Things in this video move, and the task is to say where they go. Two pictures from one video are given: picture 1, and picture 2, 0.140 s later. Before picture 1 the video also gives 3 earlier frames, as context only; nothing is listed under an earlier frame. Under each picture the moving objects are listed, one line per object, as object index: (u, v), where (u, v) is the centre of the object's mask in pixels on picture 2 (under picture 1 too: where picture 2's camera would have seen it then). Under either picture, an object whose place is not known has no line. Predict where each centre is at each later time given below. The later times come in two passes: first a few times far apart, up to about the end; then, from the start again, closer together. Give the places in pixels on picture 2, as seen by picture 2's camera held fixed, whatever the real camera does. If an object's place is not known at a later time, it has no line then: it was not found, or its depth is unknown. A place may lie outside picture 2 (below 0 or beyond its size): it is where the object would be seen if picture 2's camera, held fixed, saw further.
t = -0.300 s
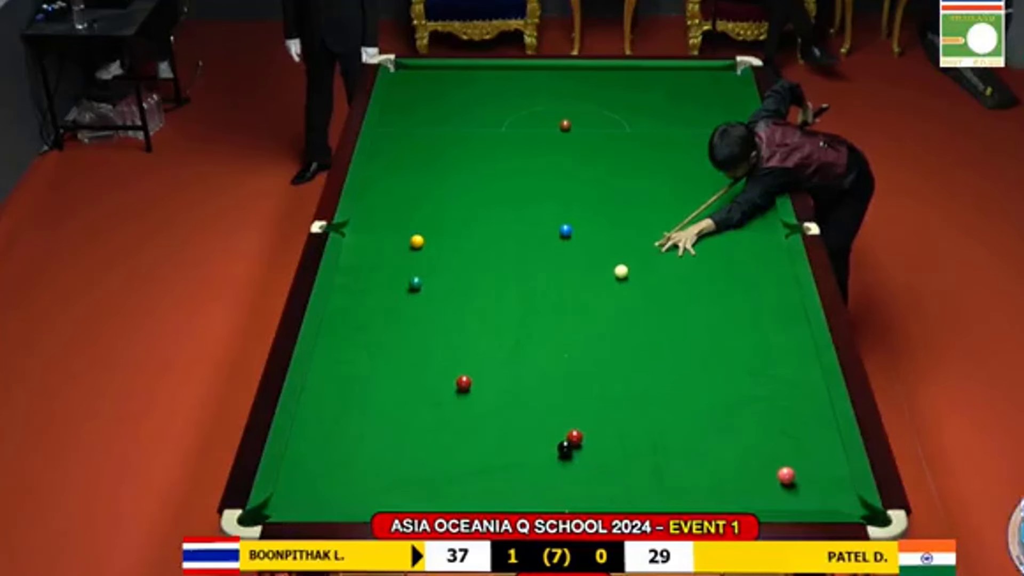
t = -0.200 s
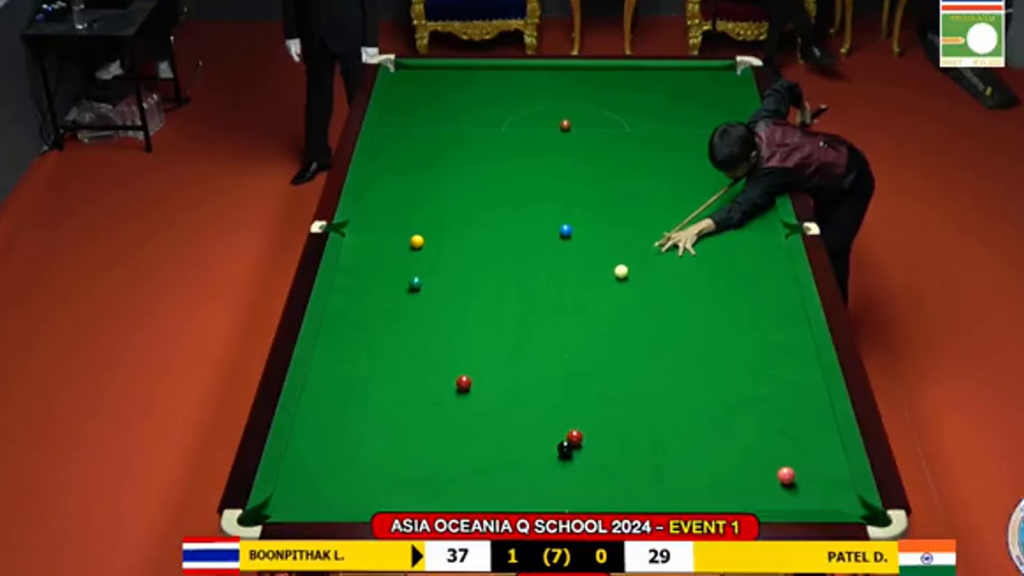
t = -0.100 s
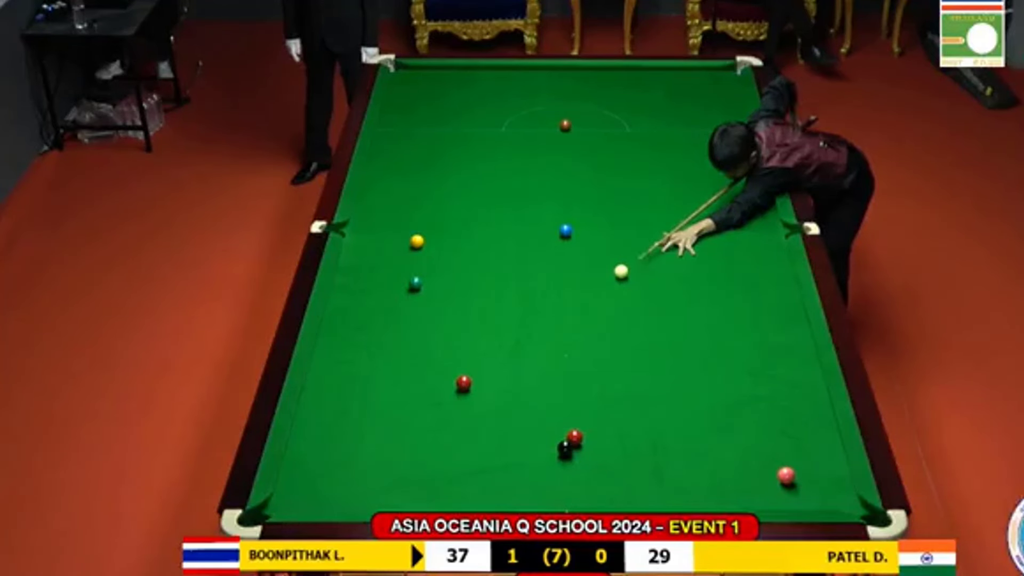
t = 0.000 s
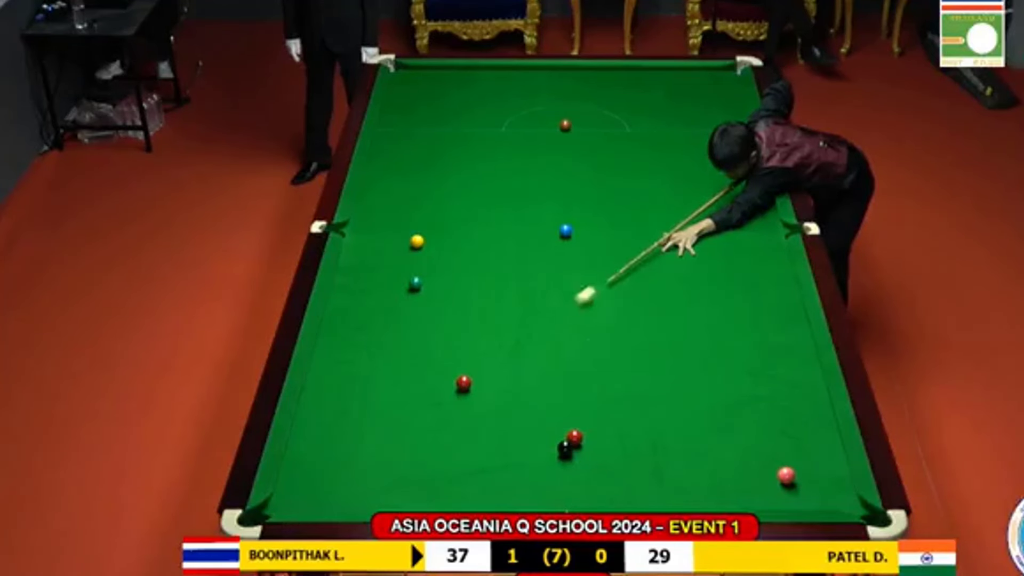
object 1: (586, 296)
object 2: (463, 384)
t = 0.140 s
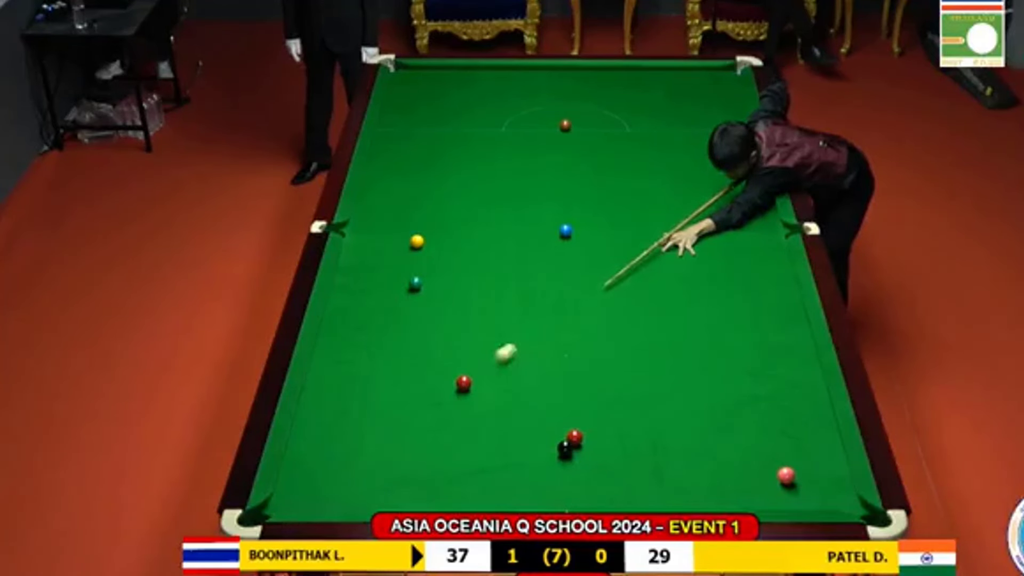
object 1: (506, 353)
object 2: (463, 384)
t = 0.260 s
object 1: (473, 377)
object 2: (422, 411)
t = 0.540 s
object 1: (470, 384)
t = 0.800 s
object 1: (468, 389)
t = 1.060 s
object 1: (466, 392)
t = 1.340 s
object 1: (464, 396)
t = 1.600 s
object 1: (463, 398)
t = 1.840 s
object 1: (462, 399)
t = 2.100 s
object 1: (462, 400)
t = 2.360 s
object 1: (462, 400)
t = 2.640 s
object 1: (462, 400)
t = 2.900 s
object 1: (462, 400)
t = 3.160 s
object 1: (462, 401)
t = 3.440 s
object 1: (462, 401)
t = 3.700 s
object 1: (462, 401)
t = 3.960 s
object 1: (462, 401)
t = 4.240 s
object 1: (462, 401)
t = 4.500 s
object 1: (462, 401)
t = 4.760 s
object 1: (462, 401)
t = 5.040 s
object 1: (462, 400)
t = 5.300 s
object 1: (462, 401)
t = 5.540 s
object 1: (462, 401)
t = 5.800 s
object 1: (462, 401)
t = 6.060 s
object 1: (462, 401)
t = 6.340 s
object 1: (462, 401)
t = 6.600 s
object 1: (462, 401)
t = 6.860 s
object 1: (462, 401)
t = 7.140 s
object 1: (462, 401)
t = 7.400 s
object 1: (462, 401)
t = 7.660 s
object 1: (462, 400)
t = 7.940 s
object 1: (462, 400)
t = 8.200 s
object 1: (462, 400)
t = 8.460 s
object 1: (462, 400)
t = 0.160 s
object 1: (494, 361)
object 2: (463, 384)
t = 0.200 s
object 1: (474, 376)
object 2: (459, 386)
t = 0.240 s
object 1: (473, 377)
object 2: (434, 403)
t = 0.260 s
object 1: (473, 377)
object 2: (422, 411)
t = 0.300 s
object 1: (472, 378)
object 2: (398, 427)
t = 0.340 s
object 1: (472, 379)
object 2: (373, 445)
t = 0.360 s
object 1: (472, 380)
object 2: (360, 453)
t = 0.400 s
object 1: (471, 381)
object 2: (337, 468)
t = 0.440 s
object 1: (471, 381)
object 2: (313, 486)
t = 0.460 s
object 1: (470, 382)
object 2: (300, 494)
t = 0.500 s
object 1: (470, 383)
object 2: (276, 507)
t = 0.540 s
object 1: (470, 384)
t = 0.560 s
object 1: (469, 384)
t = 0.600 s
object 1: (469, 385)
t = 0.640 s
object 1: (469, 385)
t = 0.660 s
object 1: (469, 386)
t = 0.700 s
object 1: (468, 387)
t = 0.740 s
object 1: (468, 387)
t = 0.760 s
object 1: (468, 388)
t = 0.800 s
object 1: (468, 389)
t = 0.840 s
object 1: (467, 389)
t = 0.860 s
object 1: (467, 389)
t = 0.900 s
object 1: (467, 390)
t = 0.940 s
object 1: (467, 391)
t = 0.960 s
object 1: (467, 391)
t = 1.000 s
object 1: (466, 392)
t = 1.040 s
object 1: (466, 392)
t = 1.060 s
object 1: (466, 392)
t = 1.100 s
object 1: (466, 393)
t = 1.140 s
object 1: (465, 394)
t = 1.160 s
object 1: (465, 394)
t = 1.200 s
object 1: (465, 395)
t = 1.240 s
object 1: (465, 395)
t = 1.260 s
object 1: (465, 395)
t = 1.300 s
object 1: (464, 395)
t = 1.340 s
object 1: (464, 396)
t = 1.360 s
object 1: (464, 396)
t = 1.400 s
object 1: (464, 397)
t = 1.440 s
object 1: (464, 397)
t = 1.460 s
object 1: (464, 397)
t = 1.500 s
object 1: (463, 397)
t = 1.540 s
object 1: (463, 398)
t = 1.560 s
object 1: (463, 398)
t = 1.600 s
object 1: (463, 398)
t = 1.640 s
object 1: (463, 399)
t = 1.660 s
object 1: (463, 399)
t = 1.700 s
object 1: (463, 399)
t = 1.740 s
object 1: (463, 399)
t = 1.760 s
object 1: (462, 399)
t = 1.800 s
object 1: (462, 399)
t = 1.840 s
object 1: (462, 399)
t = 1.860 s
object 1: (462, 399)
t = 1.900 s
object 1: (462, 400)
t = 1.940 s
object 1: (462, 400)
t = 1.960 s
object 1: (462, 400)
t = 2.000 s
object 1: (462, 400)
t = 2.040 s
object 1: (462, 400)
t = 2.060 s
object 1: (462, 400)
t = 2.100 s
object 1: (462, 400)
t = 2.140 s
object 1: (462, 400)
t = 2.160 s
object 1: (462, 400)
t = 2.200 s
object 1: (462, 400)
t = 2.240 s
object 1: (462, 400)
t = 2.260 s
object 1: (462, 400)
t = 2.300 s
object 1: (462, 400)
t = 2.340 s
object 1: (462, 400)
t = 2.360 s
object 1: (462, 400)
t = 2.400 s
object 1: (462, 400)
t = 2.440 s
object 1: (462, 400)
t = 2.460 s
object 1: (462, 400)
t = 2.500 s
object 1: (462, 400)
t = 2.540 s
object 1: (462, 400)
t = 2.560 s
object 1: (462, 400)
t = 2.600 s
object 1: (462, 400)
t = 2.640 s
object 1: (462, 400)
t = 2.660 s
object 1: (462, 400)
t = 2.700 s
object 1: (462, 400)
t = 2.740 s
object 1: (462, 400)
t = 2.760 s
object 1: (462, 400)
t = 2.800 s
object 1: (462, 400)
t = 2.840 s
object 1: (462, 400)
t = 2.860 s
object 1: (462, 400)
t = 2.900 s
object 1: (462, 400)
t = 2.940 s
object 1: (462, 400)
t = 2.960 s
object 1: (462, 400)
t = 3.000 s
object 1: (462, 400)
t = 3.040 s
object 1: (462, 400)
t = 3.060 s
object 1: (462, 400)
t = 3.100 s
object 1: (462, 400)
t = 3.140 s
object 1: (462, 400)
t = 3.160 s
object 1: (462, 401)
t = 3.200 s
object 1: (462, 400)
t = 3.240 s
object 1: (462, 400)
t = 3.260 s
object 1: (462, 400)
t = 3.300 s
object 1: (462, 400)
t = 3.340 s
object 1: (462, 401)
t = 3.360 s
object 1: (462, 401)
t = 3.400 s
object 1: (462, 401)
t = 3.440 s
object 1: (462, 401)
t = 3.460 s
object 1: (462, 401)
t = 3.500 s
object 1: (462, 401)
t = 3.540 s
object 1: (462, 401)
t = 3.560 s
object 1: (462, 401)
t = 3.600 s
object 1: (462, 401)
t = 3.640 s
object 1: (462, 401)
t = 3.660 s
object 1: (462, 401)
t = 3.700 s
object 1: (462, 401)
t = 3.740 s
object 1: (462, 401)
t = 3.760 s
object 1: (462, 401)
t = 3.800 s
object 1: (462, 401)
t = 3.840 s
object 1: (462, 401)
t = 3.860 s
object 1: (462, 401)
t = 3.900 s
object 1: (462, 401)
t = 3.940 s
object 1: (462, 401)
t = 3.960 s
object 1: (462, 401)
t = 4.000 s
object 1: (462, 401)
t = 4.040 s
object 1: (462, 401)
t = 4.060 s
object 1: (462, 401)
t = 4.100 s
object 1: (462, 401)
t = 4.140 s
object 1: (462, 401)
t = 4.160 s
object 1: (462, 401)
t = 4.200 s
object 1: (462, 401)
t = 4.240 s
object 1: (462, 401)
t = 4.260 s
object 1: (462, 401)
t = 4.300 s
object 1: (462, 401)
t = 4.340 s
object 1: (462, 401)
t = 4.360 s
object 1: (462, 401)
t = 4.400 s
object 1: (462, 401)
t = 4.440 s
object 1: (462, 401)
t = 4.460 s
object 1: (462, 401)
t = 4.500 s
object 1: (462, 401)
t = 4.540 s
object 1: (462, 401)
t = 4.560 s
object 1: (462, 401)
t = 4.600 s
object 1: (462, 401)
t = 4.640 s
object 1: (462, 401)
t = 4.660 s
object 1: (462, 401)
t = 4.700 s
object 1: (462, 401)
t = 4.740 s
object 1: (462, 401)
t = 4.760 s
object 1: (462, 401)
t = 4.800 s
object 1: (462, 400)
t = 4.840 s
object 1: (461, 400)
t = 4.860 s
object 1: (461, 396)
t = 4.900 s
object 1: (462, 396)
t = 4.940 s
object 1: (462, 397)
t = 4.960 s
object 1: (462, 400)
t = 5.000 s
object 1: (462, 400)
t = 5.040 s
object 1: (462, 400)
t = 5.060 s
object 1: (462, 400)
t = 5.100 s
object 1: (462, 400)
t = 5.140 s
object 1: (462, 400)
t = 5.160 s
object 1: (462, 400)
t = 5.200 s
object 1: (462, 400)
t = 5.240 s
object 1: (462, 400)
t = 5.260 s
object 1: (462, 401)
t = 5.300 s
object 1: (462, 401)
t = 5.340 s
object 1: (462, 401)
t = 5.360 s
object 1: (462, 401)
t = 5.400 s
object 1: (462, 401)
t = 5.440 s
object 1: (462, 401)
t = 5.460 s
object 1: (462, 401)
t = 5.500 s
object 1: (462, 401)
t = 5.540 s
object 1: (462, 401)
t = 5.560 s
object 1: (462, 401)
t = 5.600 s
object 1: (462, 401)
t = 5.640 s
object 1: (462, 401)
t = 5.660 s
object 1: (462, 401)
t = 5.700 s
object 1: (462, 401)
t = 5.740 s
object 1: (462, 401)
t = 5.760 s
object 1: (462, 401)
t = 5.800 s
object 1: (462, 401)
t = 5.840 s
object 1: (462, 401)
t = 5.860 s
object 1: (462, 401)
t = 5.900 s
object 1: (462, 401)
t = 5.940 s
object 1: (462, 401)
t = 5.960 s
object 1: (462, 401)
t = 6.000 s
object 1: (462, 401)
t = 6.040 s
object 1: (462, 401)
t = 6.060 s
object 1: (462, 401)
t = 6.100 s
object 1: (462, 401)
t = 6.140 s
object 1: (462, 401)
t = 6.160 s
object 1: (462, 401)
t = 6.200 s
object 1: (462, 401)
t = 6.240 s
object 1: (462, 401)
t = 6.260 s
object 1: (462, 401)
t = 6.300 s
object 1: (462, 401)
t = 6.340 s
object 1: (462, 401)
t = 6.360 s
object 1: (462, 401)
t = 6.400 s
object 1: (462, 401)
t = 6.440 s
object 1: (462, 401)
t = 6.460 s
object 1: (462, 401)
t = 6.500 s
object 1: (462, 401)
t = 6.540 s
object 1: (462, 401)
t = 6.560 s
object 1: (462, 401)
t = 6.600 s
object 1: (462, 401)
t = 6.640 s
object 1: (462, 401)
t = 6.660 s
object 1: (462, 401)
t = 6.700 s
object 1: (462, 401)
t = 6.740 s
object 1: (462, 401)
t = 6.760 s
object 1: (462, 401)
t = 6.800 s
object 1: (462, 401)
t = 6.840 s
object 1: (462, 401)
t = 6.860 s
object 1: (462, 401)
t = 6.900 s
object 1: (462, 401)
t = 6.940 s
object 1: (462, 401)
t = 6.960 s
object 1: (462, 401)
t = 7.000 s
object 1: (462, 401)
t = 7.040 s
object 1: (462, 401)
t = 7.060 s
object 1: (462, 401)
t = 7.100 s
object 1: (462, 401)
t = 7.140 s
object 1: (462, 401)
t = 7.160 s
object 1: (462, 401)
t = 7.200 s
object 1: (462, 401)
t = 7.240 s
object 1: (462, 401)
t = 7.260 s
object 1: (462, 401)
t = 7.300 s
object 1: (462, 401)
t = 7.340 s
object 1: (462, 401)
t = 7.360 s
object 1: (462, 401)
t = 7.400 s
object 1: (462, 401)
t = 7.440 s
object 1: (462, 400)
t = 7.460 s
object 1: (462, 401)
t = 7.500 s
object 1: (462, 400)
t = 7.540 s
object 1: (462, 400)
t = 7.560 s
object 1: (462, 400)
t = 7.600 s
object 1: (462, 400)
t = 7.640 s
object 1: (462, 400)
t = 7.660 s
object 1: (462, 400)
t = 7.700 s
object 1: (462, 400)
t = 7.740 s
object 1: (462, 400)
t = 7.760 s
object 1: (462, 400)
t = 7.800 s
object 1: (462, 400)
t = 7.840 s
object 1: (462, 400)
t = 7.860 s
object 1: (462, 400)
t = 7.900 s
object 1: (462, 400)
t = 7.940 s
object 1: (462, 400)
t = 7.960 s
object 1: (462, 400)
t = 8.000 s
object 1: (462, 400)
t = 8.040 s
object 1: (462, 400)
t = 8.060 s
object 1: (462, 400)
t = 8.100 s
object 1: (462, 400)
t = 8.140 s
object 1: (462, 400)
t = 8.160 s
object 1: (462, 400)
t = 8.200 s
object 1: (462, 400)
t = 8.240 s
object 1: (462, 400)
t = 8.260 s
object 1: (462, 400)
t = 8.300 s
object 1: (462, 400)
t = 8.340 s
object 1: (462, 400)
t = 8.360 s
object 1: (462, 400)
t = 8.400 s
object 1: (462, 400)
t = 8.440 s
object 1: (462, 400)
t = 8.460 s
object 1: (462, 400)
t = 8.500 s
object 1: (462, 400)
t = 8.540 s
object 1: (462, 400)
